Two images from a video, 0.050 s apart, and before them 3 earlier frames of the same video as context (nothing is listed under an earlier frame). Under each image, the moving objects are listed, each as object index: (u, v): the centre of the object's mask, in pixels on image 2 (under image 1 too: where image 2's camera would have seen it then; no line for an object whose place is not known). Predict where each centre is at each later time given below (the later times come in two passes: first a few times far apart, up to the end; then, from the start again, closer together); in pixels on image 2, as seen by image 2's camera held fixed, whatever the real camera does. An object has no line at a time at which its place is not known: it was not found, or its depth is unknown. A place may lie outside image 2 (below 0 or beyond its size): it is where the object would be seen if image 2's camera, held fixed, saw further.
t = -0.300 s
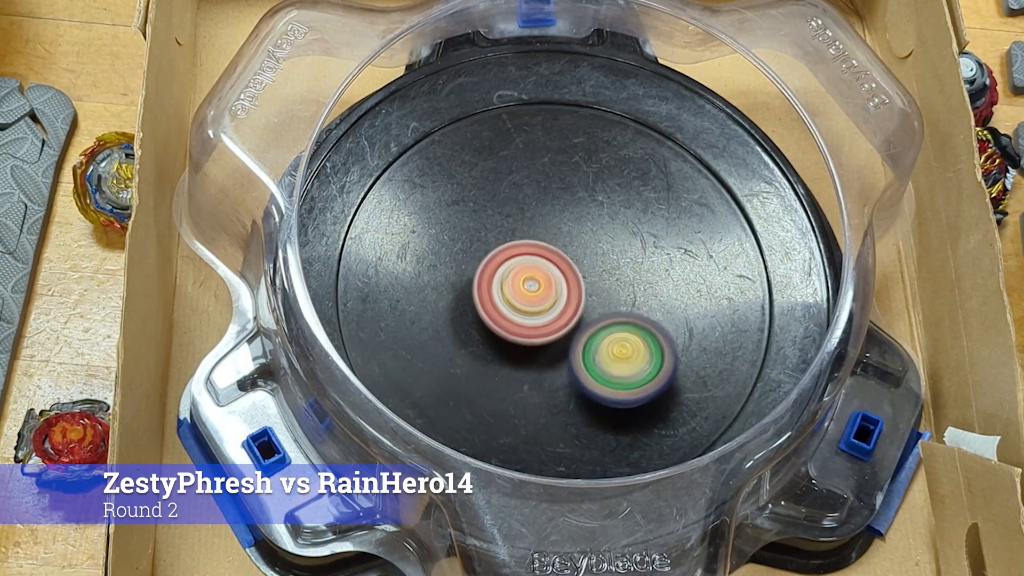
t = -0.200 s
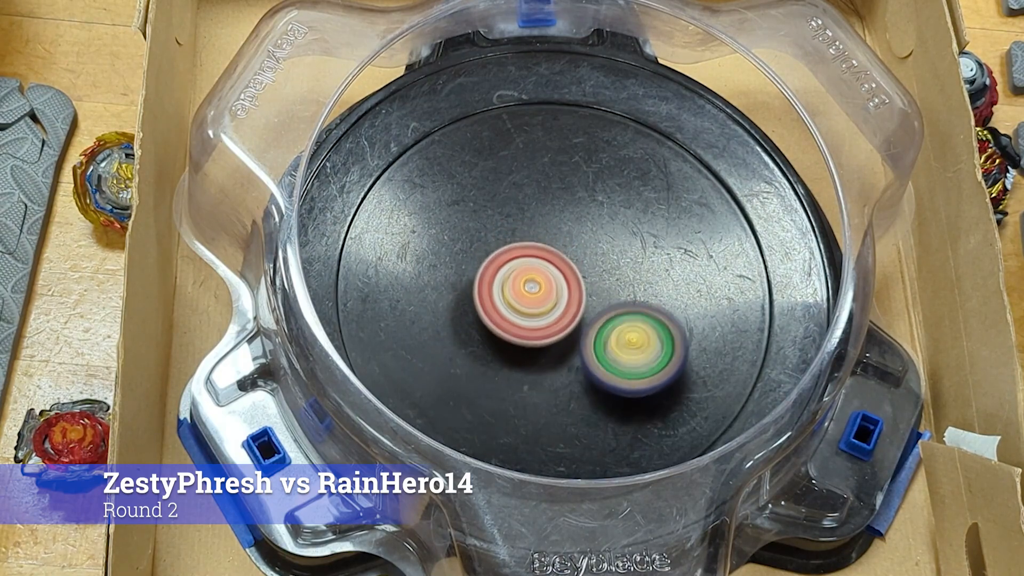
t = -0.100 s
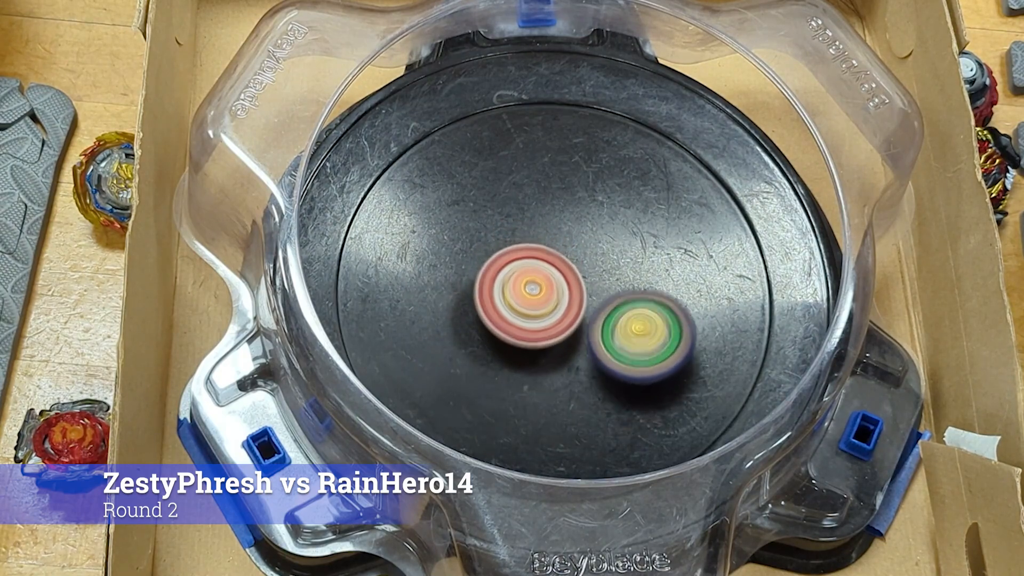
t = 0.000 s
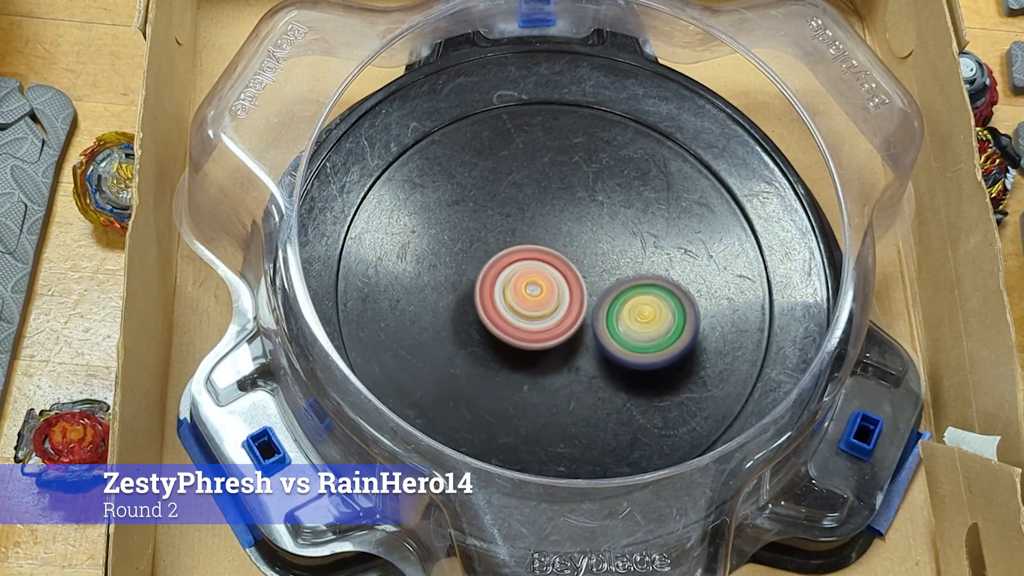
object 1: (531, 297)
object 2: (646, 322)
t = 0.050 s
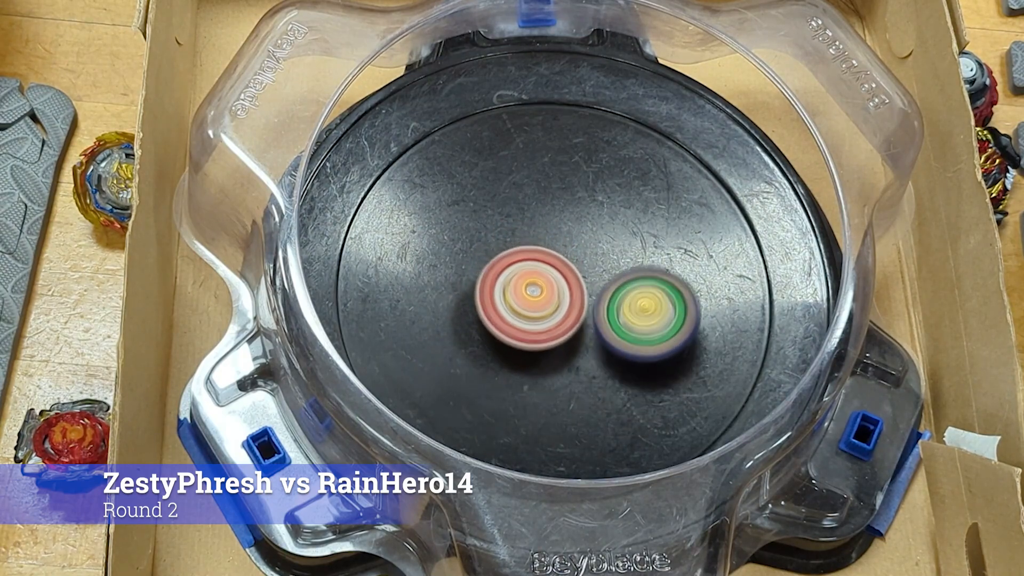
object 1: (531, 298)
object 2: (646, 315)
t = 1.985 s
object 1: (567, 326)
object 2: (445, 252)
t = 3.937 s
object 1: (543, 233)
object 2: (607, 321)
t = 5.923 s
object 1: (569, 341)
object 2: (545, 228)
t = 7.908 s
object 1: (497, 276)
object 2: (590, 336)
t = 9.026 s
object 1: (567, 328)
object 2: (549, 229)
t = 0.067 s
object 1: (531, 298)
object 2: (647, 312)
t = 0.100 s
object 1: (531, 299)
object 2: (646, 307)
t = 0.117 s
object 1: (531, 299)
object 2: (646, 304)
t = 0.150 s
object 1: (532, 299)
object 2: (646, 298)
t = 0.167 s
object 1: (532, 299)
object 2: (646, 296)
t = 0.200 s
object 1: (533, 299)
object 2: (645, 290)
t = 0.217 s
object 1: (533, 300)
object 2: (645, 288)
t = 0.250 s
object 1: (533, 300)
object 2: (643, 282)
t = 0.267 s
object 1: (531, 301)
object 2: (644, 279)
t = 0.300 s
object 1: (529, 302)
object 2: (646, 273)
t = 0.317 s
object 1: (529, 302)
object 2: (646, 270)
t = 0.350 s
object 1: (529, 302)
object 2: (646, 265)
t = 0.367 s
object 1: (529, 302)
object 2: (646, 262)
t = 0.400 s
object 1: (529, 302)
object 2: (645, 259)
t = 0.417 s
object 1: (528, 302)
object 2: (645, 256)
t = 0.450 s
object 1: (528, 302)
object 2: (643, 253)
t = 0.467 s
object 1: (528, 302)
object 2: (642, 251)
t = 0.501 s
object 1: (528, 302)
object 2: (640, 246)
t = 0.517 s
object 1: (529, 302)
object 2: (639, 245)
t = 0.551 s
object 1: (529, 302)
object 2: (635, 242)
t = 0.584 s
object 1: (529, 302)
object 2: (631, 239)
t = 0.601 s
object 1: (529, 302)
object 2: (629, 238)
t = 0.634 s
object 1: (529, 301)
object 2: (625, 235)
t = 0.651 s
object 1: (529, 301)
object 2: (622, 234)
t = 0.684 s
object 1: (529, 301)
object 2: (617, 231)
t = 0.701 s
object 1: (529, 301)
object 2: (615, 230)
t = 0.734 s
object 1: (530, 301)
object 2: (609, 228)
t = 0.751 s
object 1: (530, 300)
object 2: (607, 226)
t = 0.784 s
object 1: (528, 304)
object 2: (603, 220)
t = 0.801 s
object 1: (527, 305)
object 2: (601, 218)
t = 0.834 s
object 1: (526, 306)
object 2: (596, 213)
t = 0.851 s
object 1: (526, 306)
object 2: (594, 211)
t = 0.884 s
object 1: (526, 306)
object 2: (589, 209)
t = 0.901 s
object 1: (526, 306)
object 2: (587, 207)
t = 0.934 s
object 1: (525, 306)
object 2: (581, 204)
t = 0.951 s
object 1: (525, 306)
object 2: (579, 203)
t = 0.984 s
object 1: (525, 306)
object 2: (574, 201)
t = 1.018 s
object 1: (525, 306)
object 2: (569, 199)
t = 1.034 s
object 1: (525, 306)
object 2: (566, 198)
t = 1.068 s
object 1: (525, 305)
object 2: (561, 196)
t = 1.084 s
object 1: (526, 305)
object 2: (558, 196)
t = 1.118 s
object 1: (526, 305)
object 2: (553, 194)
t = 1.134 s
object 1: (526, 305)
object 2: (551, 194)
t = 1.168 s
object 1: (526, 304)
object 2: (546, 194)
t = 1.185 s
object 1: (527, 304)
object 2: (543, 194)
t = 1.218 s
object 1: (527, 304)
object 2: (538, 194)
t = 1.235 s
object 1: (528, 303)
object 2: (536, 195)
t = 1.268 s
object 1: (528, 303)
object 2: (530, 196)
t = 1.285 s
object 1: (529, 303)
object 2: (528, 196)
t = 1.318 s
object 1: (530, 302)
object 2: (523, 198)
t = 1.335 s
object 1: (531, 302)
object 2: (521, 199)
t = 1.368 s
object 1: (534, 307)
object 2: (515, 196)
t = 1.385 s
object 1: (535, 309)
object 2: (512, 196)
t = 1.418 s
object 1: (536, 310)
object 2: (507, 196)
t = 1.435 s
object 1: (537, 310)
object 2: (505, 196)
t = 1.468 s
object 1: (538, 311)
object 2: (500, 198)
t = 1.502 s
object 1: (539, 312)
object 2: (496, 199)
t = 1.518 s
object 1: (539, 312)
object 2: (494, 200)
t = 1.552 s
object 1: (540, 313)
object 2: (490, 203)
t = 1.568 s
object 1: (540, 314)
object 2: (488, 204)
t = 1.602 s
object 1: (541, 314)
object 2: (485, 207)
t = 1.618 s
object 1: (541, 314)
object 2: (483, 209)
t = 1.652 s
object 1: (542, 315)
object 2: (480, 212)
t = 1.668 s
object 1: (543, 315)
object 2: (478, 215)
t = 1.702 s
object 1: (544, 315)
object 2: (475, 220)
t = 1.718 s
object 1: (544, 316)
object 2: (474, 222)
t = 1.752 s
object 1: (545, 316)
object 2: (472, 227)
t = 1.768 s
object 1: (546, 316)
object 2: (471, 230)
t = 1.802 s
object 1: (546, 316)
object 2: (469, 236)
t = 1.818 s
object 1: (547, 316)
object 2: (468, 238)
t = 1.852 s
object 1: (553, 319)
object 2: (461, 240)
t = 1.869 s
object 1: (558, 321)
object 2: (457, 241)
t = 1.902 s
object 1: (563, 323)
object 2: (452, 244)
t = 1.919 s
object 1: (564, 324)
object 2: (450, 245)
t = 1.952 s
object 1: (566, 325)
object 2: (447, 248)
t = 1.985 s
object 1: (567, 326)
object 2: (445, 252)
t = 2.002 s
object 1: (567, 326)
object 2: (444, 254)
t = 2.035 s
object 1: (569, 327)
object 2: (444, 257)
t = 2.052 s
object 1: (569, 327)
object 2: (443, 259)
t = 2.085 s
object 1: (570, 327)
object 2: (443, 264)
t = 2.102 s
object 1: (570, 327)
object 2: (443, 266)
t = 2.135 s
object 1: (571, 327)
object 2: (444, 270)
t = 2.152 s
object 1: (571, 328)
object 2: (444, 273)
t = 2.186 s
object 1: (572, 328)
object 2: (446, 278)
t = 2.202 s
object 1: (572, 327)
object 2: (447, 280)
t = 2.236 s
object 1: (573, 327)
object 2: (449, 286)
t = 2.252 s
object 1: (573, 327)
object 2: (451, 288)
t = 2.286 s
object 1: (574, 327)
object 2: (454, 293)
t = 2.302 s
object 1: (574, 326)
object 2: (455, 296)
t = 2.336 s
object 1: (575, 326)
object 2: (459, 301)
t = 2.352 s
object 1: (575, 325)
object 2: (461, 304)
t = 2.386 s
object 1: (577, 324)
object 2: (464, 310)
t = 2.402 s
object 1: (581, 324)
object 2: (462, 313)
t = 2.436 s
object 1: (585, 322)
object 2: (463, 319)
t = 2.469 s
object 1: (587, 321)
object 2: (465, 323)
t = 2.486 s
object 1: (587, 321)
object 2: (466, 325)
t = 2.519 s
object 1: (588, 320)
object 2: (470, 330)
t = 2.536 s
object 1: (589, 320)
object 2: (471, 332)
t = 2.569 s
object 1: (590, 319)
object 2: (475, 337)
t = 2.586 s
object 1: (590, 318)
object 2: (476, 339)
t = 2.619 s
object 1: (591, 317)
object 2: (481, 344)
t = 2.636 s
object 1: (591, 317)
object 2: (483, 346)
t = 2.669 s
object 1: (592, 315)
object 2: (487, 350)
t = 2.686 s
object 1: (591, 315)
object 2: (489, 352)
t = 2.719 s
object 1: (592, 313)
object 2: (493, 357)
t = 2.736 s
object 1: (593, 312)
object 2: (495, 358)
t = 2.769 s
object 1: (593, 310)
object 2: (499, 361)
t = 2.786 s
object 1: (593, 309)
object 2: (501, 363)
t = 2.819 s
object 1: (594, 307)
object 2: (504, 365)
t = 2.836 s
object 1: (594, 305)
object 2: (506, 367)
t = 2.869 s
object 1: (595, 303)
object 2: (510, 369)
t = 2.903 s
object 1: (595, 301)
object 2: (514, 371)
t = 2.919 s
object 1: (595, 300)
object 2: (515, 372)
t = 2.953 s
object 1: (595, 298)
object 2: (521, 373)
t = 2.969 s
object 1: (594, 297)
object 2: (523, 374)
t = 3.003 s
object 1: (594, 295)
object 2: (527, 374)
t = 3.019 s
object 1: (594, 294)
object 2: (530, 374)
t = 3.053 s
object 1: (594, 289)
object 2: (534, 376)
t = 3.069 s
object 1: (594, 288)
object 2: (537, 376)
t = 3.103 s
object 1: (594, 285)
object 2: (541, 376)
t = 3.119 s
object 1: (593, 284)
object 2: (543, 377)
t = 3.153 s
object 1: (593, 282)
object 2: (548, 376)
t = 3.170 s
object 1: (592, 281)
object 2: (550, 376)
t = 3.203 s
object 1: (591, 279)
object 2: (554, 375)
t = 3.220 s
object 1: (591, 278)
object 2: (556, 374)
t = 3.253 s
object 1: (590, 275)
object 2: (560, 372)
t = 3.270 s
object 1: (589, 272)
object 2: (562, 374)
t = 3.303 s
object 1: (588, 265)
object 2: (566, 377)
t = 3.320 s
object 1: (587, 263)
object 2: (568, 377)
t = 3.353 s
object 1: (585, 260)
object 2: (571, 377)
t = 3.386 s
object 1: (584, 258)
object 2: (575, 377)
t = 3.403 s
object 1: (583, 257)
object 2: (576, 376)
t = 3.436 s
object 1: (582, 255)
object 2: (579, 374)
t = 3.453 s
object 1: (581, 254)
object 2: (580, 373)
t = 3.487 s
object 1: (579, 252)
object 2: (582, 371)
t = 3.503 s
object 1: (578, 252)
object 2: (583, 369)
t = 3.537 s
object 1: (576, 250)
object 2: (585, 365)
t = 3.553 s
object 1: (575, 249)
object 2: (586, 363)
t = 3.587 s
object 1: (573, 248)
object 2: (588, 358)
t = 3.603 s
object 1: (572, 247)
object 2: (589, 356)
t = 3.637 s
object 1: (570, 246)
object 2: (590, 351)
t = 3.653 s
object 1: (569, 246)
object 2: (591, 348)
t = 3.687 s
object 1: (566, 244)
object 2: (594, 344)
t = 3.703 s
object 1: (564, 242)
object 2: (596, 343)
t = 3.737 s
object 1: (560, 239)
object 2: (598, 341)
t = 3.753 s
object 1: (559, 239)
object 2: (599, 340)
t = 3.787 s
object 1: (556, 238)
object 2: (600, 337)
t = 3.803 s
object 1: (555, 237)
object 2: (601, 335)
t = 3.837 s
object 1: (552, 237)
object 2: (602, 330)
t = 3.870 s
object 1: (550, 235)
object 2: (603, 327)
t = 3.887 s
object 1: (547, 234)
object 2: (605, 325)
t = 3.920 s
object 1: (544, 233)
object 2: (606, 323)
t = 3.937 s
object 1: (543, 233)
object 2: (607, 321)
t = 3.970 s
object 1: (540, 233)
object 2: (608, 317)
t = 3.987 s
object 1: (539, 233)
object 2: (608, 315)
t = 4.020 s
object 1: (536, 233)
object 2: (608, 311)
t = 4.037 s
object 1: (535, 233)
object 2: (609, 310)
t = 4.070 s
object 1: (529, 231)
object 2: (613, 308)
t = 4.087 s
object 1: (527, 231)
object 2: (615, 307)
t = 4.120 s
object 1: (524, 231)
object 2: (616, 305)
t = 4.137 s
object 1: (523, 232)
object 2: (617, 304)
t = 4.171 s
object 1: (520, 232)
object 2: (617, 301)
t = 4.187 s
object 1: (519, 232)
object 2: (617, 300)
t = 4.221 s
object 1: (516, 233)
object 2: (616, 297)
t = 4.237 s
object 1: (515, 234)
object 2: (616, 296)
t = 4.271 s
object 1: (513, 235)
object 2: (615, 294)
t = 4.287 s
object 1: (512, 235)
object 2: (614, 293)
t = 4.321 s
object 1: (509, 237)
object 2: (612, 290)
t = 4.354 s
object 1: (507, 238)
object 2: (610, 286)
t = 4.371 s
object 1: (507, 239)
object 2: (609, 285)
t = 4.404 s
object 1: (505, 241)
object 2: (607, 282)
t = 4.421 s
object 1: (504, 242)
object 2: (606, 281)
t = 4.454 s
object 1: (499, 243)
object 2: (607, 278)
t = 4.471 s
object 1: (496, 244)
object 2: (609, 277)
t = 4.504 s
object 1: (493, 247)
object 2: (609, 276)
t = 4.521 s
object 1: (492, 248)
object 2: (609, 275)
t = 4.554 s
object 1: (490, 251)
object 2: (608, 273)
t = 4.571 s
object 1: (490, 252)
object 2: (607, 273)
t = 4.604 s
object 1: (489, 255)
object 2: (606, 272)
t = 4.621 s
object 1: (488, 256)
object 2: (605, 272)
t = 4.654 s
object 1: (488, 259)
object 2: (602, 271)
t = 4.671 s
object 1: (487, 261)
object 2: (601, 271)
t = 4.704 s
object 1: (487, 263)
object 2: (598, 270)
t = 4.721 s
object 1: (487, 265)
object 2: (597, 269)
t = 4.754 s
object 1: (484, 268)
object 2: (595, 269)
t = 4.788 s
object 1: (484, 271)
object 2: (593, 267)
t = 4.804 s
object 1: (482, 273)
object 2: (593, 266)
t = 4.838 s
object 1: (480, 277)
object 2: (594, 264)
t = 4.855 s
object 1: (480, 279)
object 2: (594, 264)
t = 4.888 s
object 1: (481, 282)
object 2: (594, 263)
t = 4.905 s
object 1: (482, 284)
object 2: (593, 263)
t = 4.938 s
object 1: (483, 287)
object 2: (592, 262)
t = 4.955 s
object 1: (485, 288)
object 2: (591, 262)
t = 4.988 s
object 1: (486, 292)
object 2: (589, 261)
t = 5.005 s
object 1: (487, 293)
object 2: (588, 261)
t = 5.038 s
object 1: (488, 298)
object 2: (587, 260)
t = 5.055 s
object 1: (488, 299)
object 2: (586, 260)
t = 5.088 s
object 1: (489, 303)
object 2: (585, 258)
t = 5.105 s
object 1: (489, 305)
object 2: (585, 257)
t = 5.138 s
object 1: (492, 308)
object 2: (584, 255)
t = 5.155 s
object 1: (493, 310)
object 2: (585, 255)
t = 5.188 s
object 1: (495, 312)
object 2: (583, 255)
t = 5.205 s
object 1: (497, 314)
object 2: (583, 255)
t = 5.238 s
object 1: (499, 316)
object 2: (581, 254)
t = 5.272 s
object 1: (501, 319)
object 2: (580, 254)
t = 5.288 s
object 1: (503, 321)
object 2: (579, 254)
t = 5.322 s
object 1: (505, 324)
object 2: (577, 253)
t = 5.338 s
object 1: (506, 325)
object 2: (577, 252)
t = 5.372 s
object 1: (510, 328)
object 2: (575, 251)
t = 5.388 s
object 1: (511, 328)
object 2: (575, 251)
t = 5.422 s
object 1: (514, 330)
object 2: (573, 249)
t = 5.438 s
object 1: (516, 331)
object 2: (572, 249)
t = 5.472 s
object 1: (519, 334)
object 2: (571, 247)
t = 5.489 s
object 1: (521, 335)
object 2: (571, 246)
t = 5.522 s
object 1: (525, 336)
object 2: (569, 244)
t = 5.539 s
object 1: (526, 337)
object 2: (568, 244)
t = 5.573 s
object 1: (530, 338)
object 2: (567, 242)
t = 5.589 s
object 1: (532, 338)
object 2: (566, 242)
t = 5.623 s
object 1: (536, 339)
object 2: (564, 241)
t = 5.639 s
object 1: (538, 339)
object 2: (563, 241)
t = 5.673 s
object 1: (542, 339)
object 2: (561, 242)
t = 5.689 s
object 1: (544, 339)
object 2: (560, 242)
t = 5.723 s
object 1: (548, 343)
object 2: (557, 238)
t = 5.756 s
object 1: (553, 345)
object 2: (555, 236)
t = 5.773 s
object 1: (554, 345)
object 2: (554, 234)
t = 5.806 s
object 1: (558, 345)
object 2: (552, 232)
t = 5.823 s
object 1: (560, 345)
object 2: (551, 231)
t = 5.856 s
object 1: (563, 344)
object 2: (549, 230)
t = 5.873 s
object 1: (564, 343)
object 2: (548, 229)
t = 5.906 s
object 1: (567, 342)
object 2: (546, 229)
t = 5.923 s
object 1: (569, 341)
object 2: (545, 228)
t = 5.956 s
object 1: (572, 339)
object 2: (543, 228)
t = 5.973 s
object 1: (573, 338)
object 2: (542, 229)
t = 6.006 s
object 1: (576, 336)
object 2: (540, 230)
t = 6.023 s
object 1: (577, 335)
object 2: (539, 231)
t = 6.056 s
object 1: (580, 332)
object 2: (537, 233)
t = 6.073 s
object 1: (581, 331)
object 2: (536, 235)
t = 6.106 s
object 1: (583, 329)
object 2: (533, 237)
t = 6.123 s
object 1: (584, 328)
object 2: (532, 239)
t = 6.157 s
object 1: (587, 327)
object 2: (528, 241)
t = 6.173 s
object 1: (589, 326)
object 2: (526, 242)
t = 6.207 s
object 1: (591, 323)
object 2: (522, 243)
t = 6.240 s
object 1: (592, 320)
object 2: (520, 244)
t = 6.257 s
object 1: (592, 319)
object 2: (518, 244)
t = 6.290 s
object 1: (594, 315)
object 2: (515, 246)
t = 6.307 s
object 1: (594, 314)
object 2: (513, 248)
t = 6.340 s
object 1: (597, 311)
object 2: (509, 249)
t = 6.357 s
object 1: (598, 310)
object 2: (507, 249)
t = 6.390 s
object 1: (598, 307)
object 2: (504, 250)
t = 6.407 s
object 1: (598, 305)
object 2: (502, 251)
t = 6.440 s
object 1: (598, 301)
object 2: (499, 253)
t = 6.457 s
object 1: (598, 300)
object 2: (497, 253)
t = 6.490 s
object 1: (598, 296)
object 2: (495, 254)
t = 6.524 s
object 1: (597, 295)
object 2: (494, 255)
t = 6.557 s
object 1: (597, 291)
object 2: (493, 257)
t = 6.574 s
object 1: (596, 289)
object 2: (491, 260)
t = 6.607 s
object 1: (595, 286)
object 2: (491, 263)
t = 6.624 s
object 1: (595, 284)
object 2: (490, 264)
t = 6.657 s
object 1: (595, 280)
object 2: (488, 268)
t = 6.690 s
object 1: (594, 277)
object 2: (487, 271)
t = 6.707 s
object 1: (593, 275)
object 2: (486, 272)
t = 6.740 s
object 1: (591, 272)
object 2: (485, 276)
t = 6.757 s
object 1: (590, 270)
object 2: (484, 278)
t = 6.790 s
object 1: (588, 268)
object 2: (484, 282)
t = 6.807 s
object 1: (587, 266)
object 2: (483, 284)
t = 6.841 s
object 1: (586, 264)
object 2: (482, 286)
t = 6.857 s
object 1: (584, 262)
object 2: (482, 289)
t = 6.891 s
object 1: (582, 260)
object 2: (482, 293)
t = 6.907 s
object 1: (580, 259)
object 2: (481, 294)
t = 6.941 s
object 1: (578, 257)
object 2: (482, 298)
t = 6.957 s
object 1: (576, 256)
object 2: (483, 300)
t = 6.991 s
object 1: (573, 254)
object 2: (484, 304)
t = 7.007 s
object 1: (572, 253)
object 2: (484, 305)
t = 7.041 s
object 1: (569, 251)
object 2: (486, 310)
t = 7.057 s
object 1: (567, 250)
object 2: (487, 313)
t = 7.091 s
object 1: (564, 249)
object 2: (489, 316)
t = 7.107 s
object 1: (562, 248)
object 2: (490, 318)
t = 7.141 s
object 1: (559, 247)
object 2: (492, 321)
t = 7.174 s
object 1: (555, 246)
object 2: (495, 325)
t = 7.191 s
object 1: (554, 245)
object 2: (496, 327)
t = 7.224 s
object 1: (550, 245)
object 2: (499, 330)
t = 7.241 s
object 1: (548, 245)
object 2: (501, 331)
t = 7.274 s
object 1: (544, 245)
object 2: (504, 334)
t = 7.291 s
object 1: (543, 245)
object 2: (506, 335)
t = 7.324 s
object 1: (539, 244)
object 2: (510, 338)
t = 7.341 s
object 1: (538, 244)
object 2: (512, 340)
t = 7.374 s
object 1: (534, 244)
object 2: (516, 343)
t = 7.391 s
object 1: (532, 244)
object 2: (519, 345)
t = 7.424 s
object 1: (529, 245)
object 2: (523, 347)
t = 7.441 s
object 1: (527, 245)
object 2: (525, 348)
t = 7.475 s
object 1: (524, 247)
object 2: (529, 349)
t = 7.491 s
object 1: (522, 247)
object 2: (531, 350)
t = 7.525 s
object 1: (520, 249)
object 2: (535, 351)
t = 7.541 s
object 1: (518, 250)
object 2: (538, 352)
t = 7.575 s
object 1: (516, 252)
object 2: (544, 352)
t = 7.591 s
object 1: (515, 252)
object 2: (546, 352)
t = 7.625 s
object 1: (512, 255)
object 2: (551, 352)
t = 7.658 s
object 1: (510, 257)
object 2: (556, 351)
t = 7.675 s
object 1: (509, 258)
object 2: (558, 351)
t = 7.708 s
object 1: (507, 261)
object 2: (562, 350)
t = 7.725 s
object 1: (506, 262)
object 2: (565, 349)
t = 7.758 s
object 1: (504, 264)
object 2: (569, 347)
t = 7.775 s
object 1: (503, 266)
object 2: (571, 346)
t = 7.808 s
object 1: (501, 268)
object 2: (576, 344)
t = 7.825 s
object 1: (501, 270)
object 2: (578, 343)
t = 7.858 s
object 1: (499, 272)
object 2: (582, 340)
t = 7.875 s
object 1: (499, 274)
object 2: (584, 338)
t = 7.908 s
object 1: (497, 276)
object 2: (590, 336)
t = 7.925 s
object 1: (497, 278)
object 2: (592, 334)
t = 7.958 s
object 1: (496, 281)
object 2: (596, 332)
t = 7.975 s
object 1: (496, 283)
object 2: (598, 330)
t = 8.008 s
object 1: (496, 286)
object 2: (601, 327)
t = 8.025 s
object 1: (496, 288)
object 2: (603, 326)
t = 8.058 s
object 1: (497, 290)
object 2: (606, 322)
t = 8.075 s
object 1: (497, 292)
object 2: (606, 320)
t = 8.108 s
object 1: (498, 295)
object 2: (609, 316)
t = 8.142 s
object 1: (499, 298)
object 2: (610, 312)
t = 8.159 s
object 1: (500, 300)
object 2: (610, 310)
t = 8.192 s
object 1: (501, 303)
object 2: (612, 306)
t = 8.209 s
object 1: (502, 305)
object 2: (612, 304)
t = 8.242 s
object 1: (503, 307)
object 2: (612, 299)
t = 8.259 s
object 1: (504, 309)
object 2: (612, 297)
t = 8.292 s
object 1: (506, 312)
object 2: (612, 292)
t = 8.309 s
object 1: (507, 313)
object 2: (611, 290)
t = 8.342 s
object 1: (507, 317)
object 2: (612, 283)
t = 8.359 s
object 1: (504, 319)
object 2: (614, 279)
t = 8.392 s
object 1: (503, 323)
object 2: (616, 273)
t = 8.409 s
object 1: (504, 325)
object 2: (617, 271)
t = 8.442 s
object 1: (507, 327)
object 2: (618, 266)
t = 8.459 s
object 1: (508, 328)
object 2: (618, 264)
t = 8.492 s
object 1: (511, 329)
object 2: (618, 260)
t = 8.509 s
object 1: (513, 330)
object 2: (618, 258)
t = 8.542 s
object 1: (516, 330)
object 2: (617, 253)
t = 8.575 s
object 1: (520, 331)
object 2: (615, 250)
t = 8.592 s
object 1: (522, 331)
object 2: (614, 248)
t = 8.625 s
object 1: (525, 332)
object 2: (612, 245)
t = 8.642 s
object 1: (527, 332)
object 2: (610, 245)
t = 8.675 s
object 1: (531, 332)
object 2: (607, 241)
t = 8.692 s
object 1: (533, 332)
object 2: (606, 240)
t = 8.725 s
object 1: (537, 333)
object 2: (601, 238)
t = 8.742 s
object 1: (539, 332)
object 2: (599, 238)
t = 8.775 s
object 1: (542, 332)
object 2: (594, 236)
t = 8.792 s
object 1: (544, 332)
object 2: (592, 235)
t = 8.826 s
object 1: (548, 331)
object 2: (586, 234)
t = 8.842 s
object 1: (549, 331)
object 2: (584, 234)
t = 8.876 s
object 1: (553, 330)
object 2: (578, 234)
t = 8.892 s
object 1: (555, 330)
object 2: (575, 233)
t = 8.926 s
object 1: (558, 332)
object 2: (568, 232)
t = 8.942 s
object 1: (559, 331)
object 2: (565, 231)
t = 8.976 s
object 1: (563, 330)
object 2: (559, 230)
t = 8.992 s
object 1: (564, 329)
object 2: (556, 229)
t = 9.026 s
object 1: (567, 328)
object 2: (549, 229)
